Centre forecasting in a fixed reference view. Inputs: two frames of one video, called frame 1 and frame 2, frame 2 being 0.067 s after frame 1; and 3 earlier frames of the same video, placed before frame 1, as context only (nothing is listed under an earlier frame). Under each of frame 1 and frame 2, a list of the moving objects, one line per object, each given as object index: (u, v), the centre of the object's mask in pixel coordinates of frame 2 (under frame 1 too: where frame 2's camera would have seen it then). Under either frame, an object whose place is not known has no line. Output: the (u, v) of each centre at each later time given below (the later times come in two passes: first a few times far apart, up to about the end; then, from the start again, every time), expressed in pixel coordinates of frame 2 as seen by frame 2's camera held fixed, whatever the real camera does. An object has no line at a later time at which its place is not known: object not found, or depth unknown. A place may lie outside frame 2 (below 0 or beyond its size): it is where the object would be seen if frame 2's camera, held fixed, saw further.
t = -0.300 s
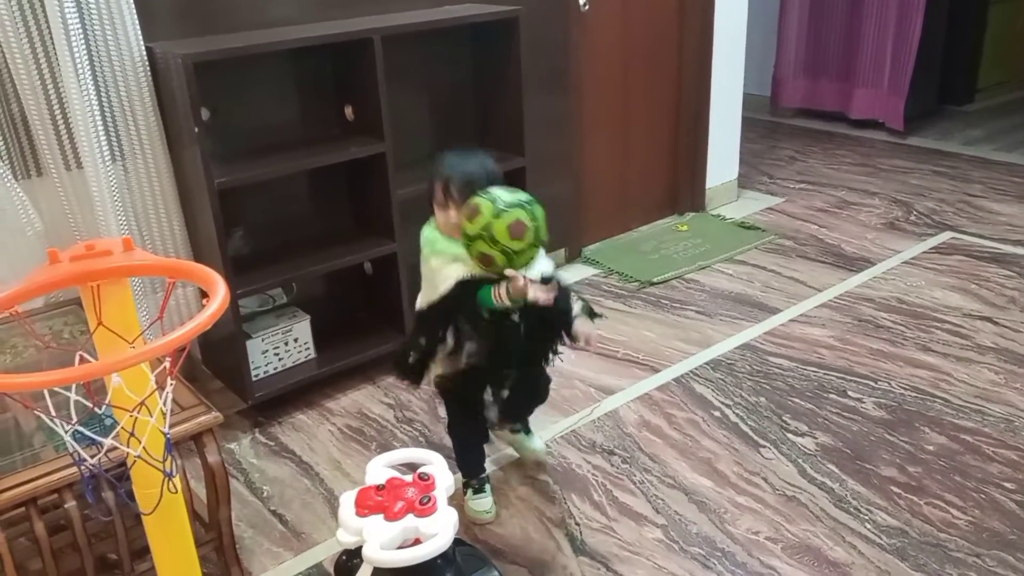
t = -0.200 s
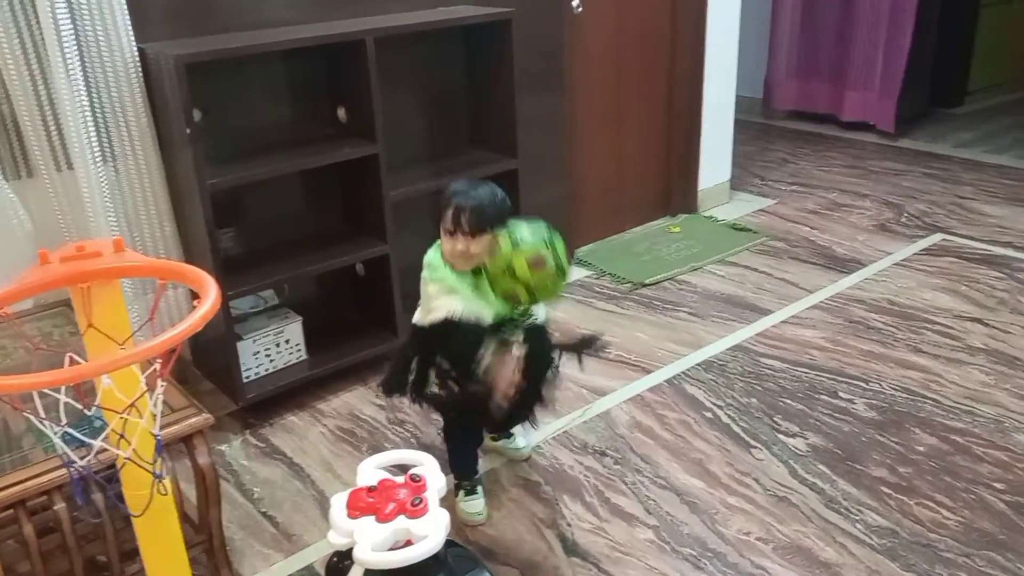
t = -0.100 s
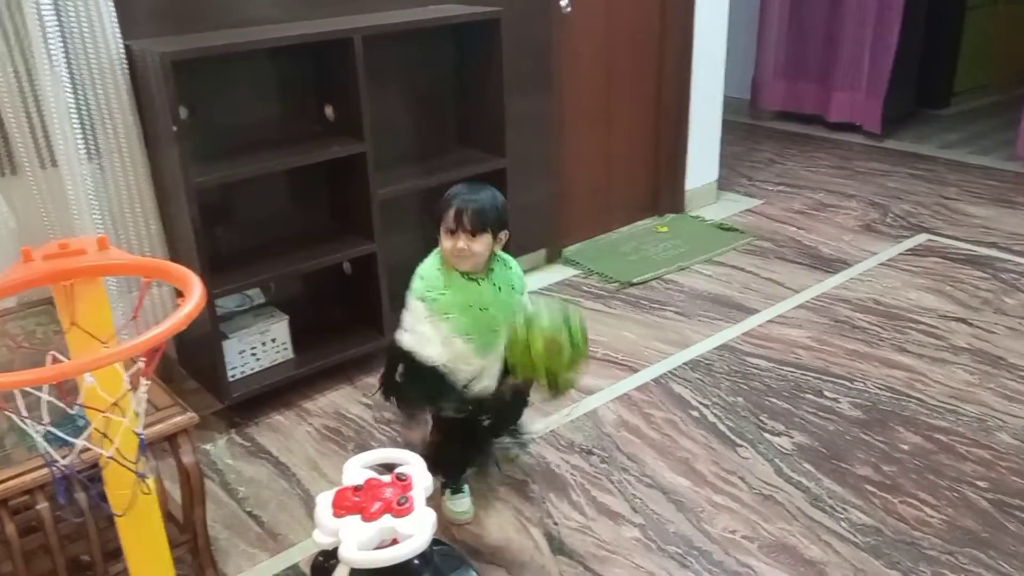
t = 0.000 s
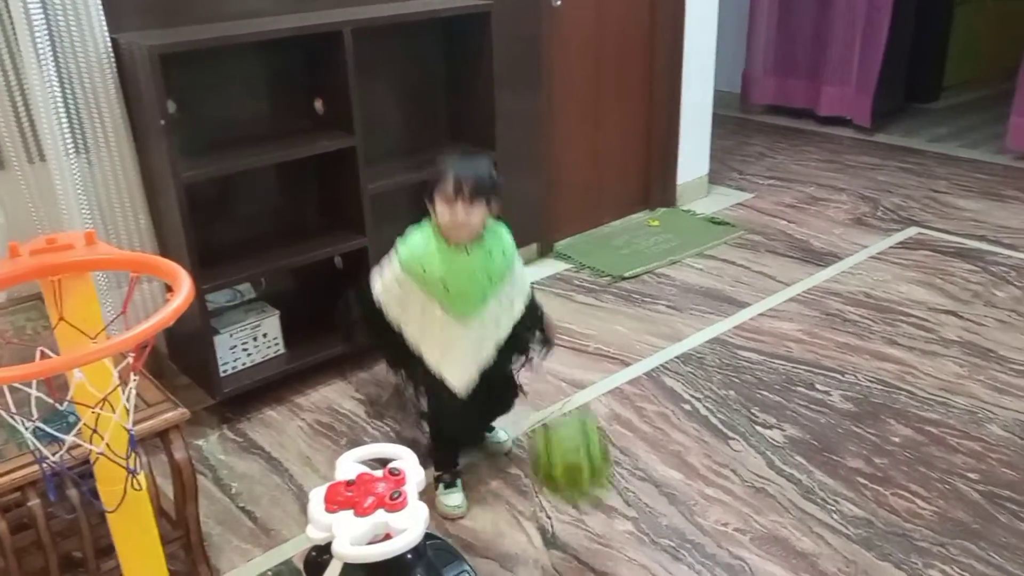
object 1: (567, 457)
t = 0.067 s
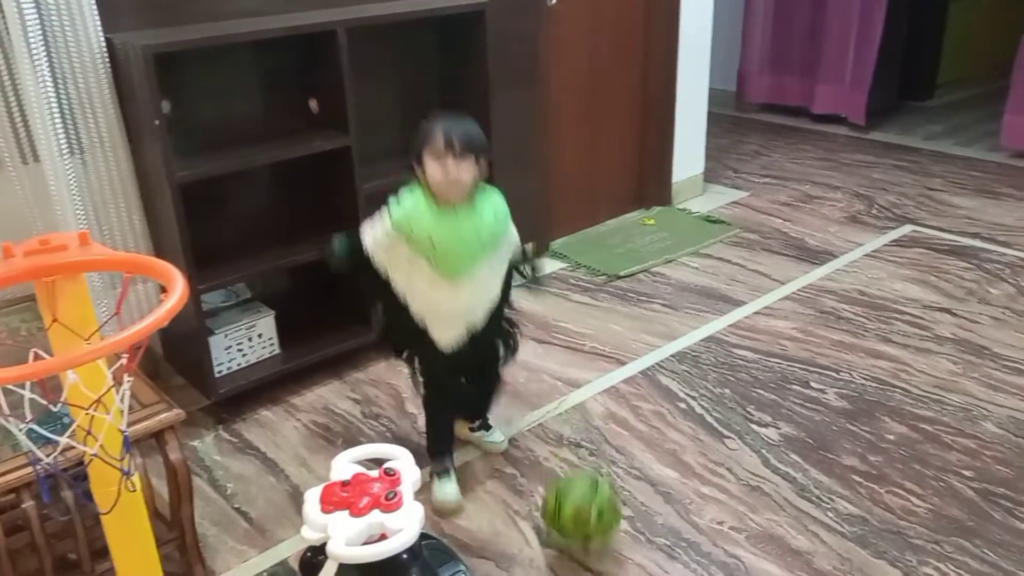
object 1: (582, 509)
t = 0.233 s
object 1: (606, 390)
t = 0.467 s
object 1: (642, 397)
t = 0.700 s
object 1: (679, 504)
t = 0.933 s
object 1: (724, 458)
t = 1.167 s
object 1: (762, 532)
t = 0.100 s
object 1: (587, 477)
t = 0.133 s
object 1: (591, 450)
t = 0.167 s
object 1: (596, 427)
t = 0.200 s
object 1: (600, 409)
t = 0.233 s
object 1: (606, 390)
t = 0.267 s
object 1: (611, 377)
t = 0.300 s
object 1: (616, 370)
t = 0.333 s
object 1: (621, 366)
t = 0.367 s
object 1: (626, 367)
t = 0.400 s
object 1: (631, 371)
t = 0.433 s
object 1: (636, 382)
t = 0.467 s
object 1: (642, 397)
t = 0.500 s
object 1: (647, 416)
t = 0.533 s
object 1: (653, 439)
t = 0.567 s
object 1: (657, 470)
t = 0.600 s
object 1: (662, 502)
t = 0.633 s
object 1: (666, 535)
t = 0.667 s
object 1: (672, 526)
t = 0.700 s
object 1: (679, 504)
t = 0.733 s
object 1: (686, 483)
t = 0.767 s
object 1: (692, 470)
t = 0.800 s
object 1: (700, 458)
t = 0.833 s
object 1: (707, 450)
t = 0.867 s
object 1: (714, 448)
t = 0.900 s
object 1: (718, 451)
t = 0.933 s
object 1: (724, 458)
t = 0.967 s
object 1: (730, 468)
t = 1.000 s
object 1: (736, 484)
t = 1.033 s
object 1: (741, 501)
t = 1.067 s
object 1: (745, 528)
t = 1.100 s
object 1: (749, 560)
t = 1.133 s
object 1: (755, 552)
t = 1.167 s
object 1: (762, 532)
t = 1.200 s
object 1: (768, 517)
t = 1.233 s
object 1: (773, 509)
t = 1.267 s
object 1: (778, 502)
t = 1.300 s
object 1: (784, 501)
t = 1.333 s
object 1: (788, 503)
